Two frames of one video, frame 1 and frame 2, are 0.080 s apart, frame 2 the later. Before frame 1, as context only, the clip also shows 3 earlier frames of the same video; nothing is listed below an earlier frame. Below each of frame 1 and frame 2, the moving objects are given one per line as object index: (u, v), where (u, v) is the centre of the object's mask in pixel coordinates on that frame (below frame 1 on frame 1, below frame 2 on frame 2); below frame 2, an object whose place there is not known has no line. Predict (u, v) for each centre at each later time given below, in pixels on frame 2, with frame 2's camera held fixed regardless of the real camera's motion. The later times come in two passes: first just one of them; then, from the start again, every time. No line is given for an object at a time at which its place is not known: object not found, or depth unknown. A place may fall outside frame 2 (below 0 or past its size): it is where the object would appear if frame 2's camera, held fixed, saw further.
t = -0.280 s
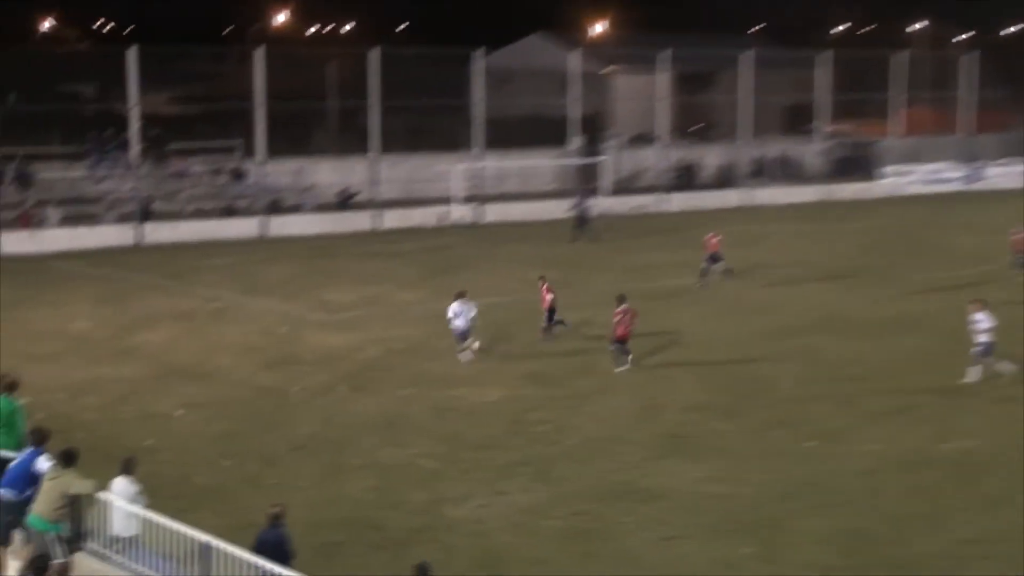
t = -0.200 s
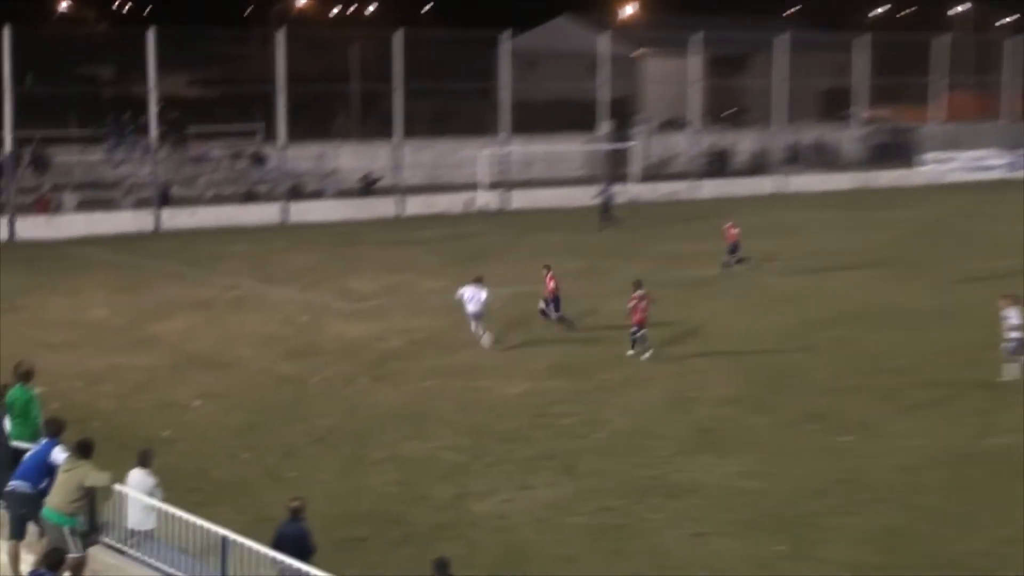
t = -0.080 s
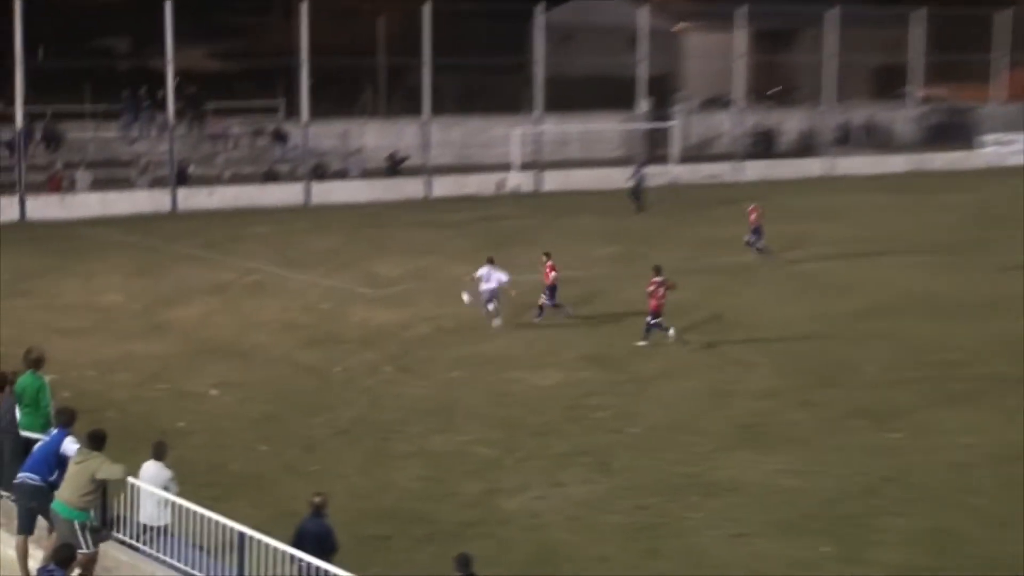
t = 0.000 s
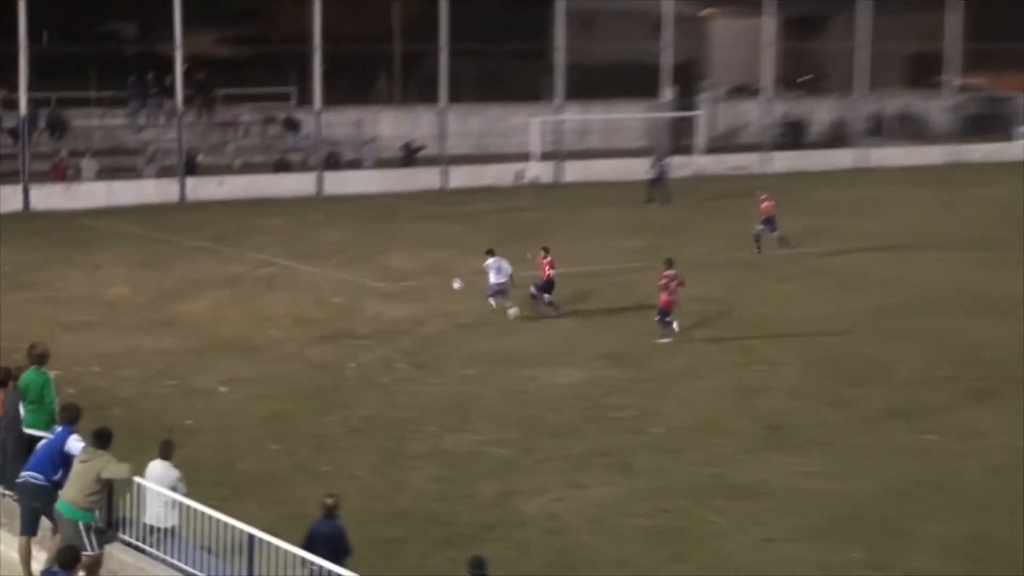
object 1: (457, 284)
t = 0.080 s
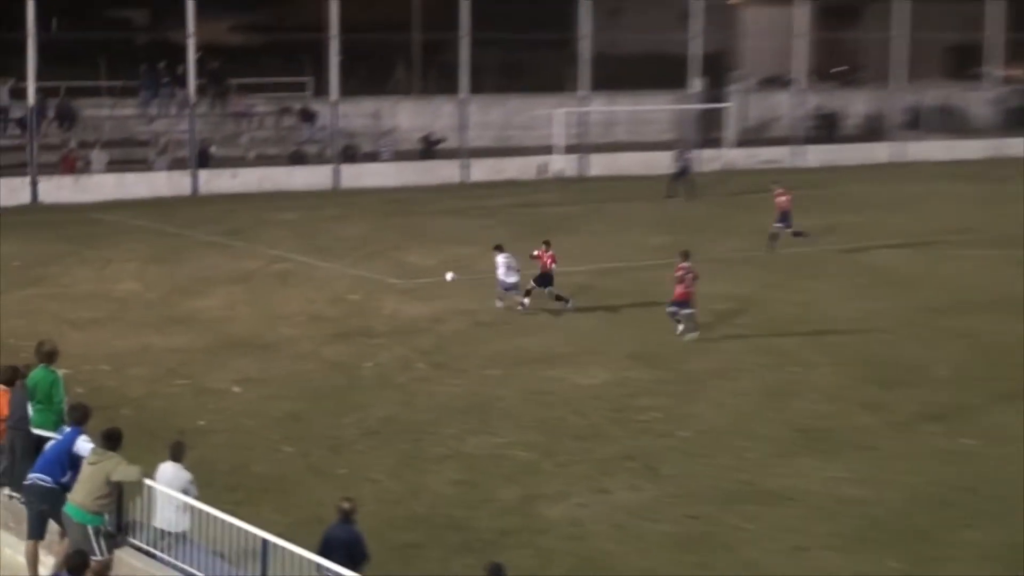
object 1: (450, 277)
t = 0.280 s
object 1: (384, 283)
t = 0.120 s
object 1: (437, 277)
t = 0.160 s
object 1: (424, 278)
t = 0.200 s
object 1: (411, 278)
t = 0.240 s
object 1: (398, 280)
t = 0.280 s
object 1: (384, 283)
